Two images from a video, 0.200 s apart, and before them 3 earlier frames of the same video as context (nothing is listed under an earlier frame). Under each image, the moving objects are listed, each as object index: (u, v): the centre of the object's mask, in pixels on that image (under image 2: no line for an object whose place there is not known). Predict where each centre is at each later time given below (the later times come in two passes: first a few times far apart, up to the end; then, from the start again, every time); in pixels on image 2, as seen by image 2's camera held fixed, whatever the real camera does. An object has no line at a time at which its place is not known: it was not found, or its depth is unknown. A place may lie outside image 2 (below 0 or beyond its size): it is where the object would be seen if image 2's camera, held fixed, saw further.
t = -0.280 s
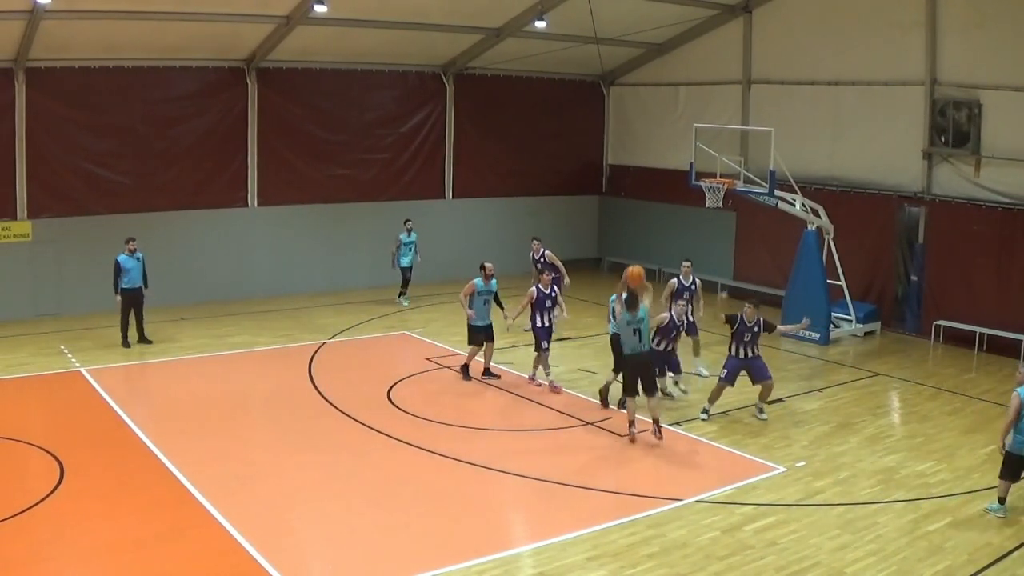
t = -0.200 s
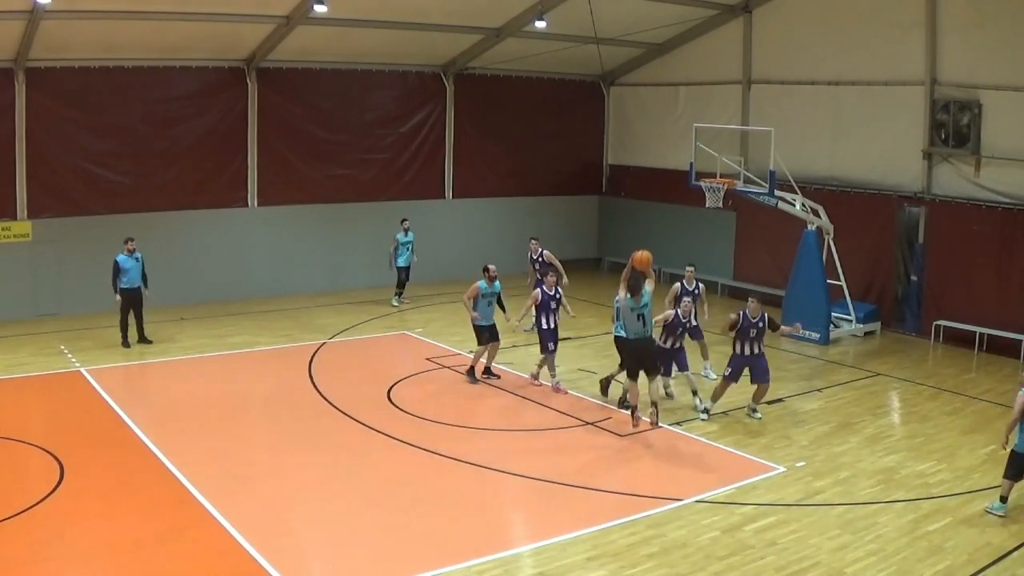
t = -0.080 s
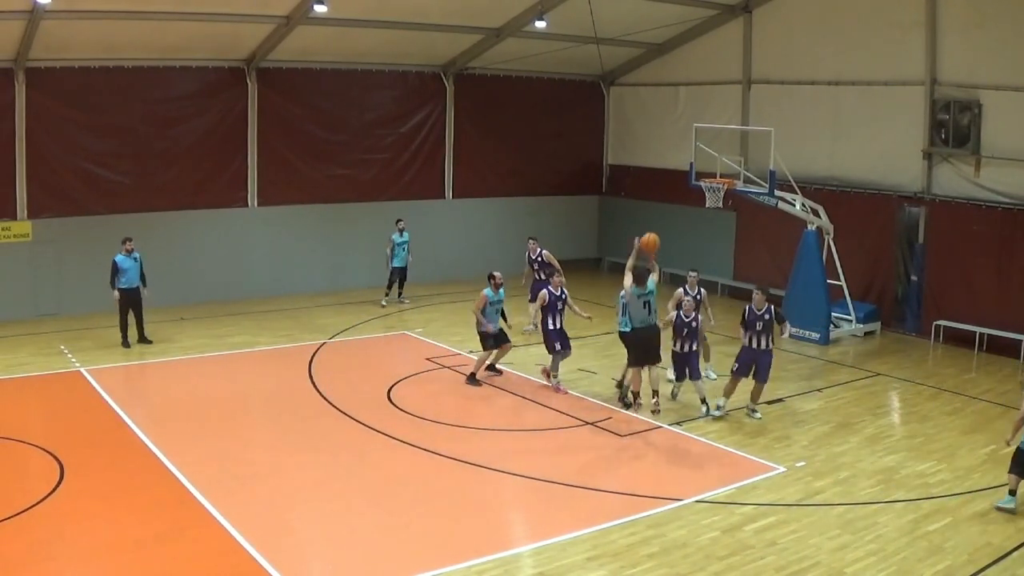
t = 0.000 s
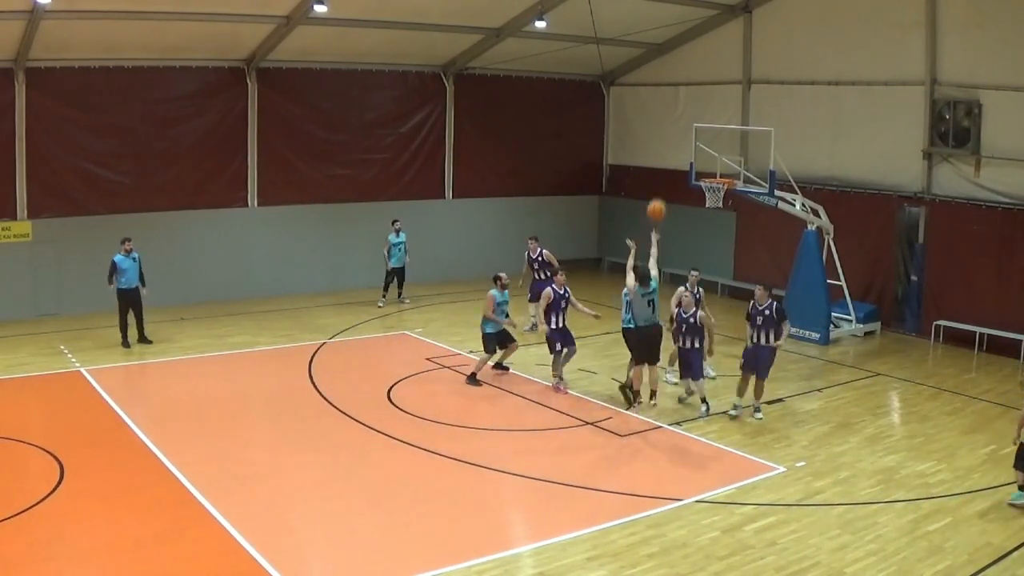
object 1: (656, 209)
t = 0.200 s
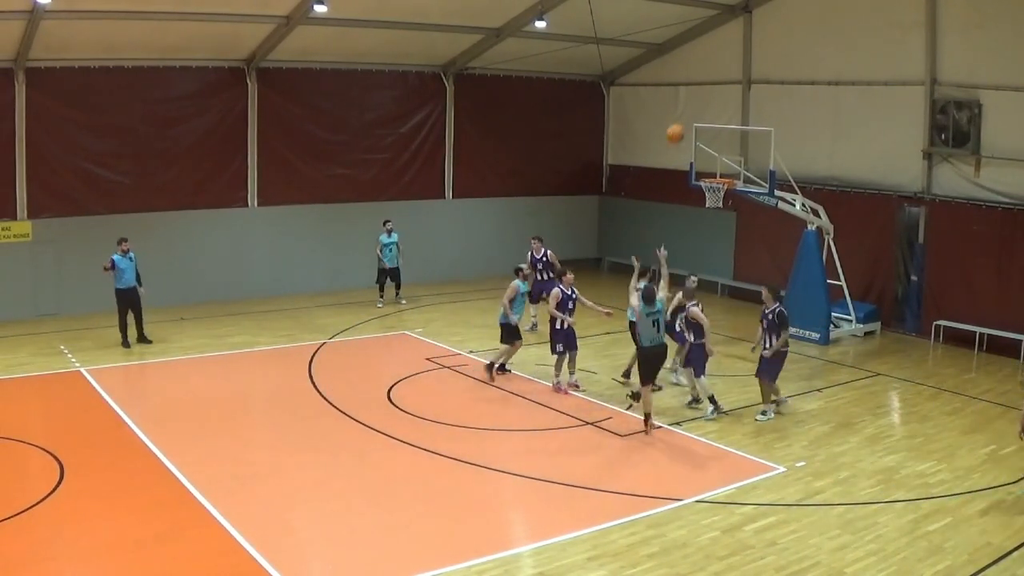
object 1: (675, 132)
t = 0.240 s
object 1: (679, 121)
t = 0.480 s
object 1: (696, 86)
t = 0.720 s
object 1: (709, 94)
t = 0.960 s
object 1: (720, 134)
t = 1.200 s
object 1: (712, 164)
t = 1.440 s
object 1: (680, 158)
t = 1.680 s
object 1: (649, 183)
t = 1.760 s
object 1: (640, 196)
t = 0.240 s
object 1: (679, 121)
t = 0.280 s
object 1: (682, 112)
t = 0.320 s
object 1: (684, 104)
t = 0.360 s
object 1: (688, 98)
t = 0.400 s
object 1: (690, 93)
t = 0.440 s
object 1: (693, 89)
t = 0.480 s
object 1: (696, 86)
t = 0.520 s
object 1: (698, 85)
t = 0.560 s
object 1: (700, 84)
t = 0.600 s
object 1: (702, 86)
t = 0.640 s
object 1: (705, 87)
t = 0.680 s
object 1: (707, 90)
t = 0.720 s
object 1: (709, 94)
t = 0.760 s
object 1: (711, 99)
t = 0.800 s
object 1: (713, 104)
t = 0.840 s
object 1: (715, 110)
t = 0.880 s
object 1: (716, 117)
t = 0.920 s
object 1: (719, 124)
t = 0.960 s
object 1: (720, 134)
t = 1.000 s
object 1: (722, 143)
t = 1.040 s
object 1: (723, 154)
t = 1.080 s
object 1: (723, 165)
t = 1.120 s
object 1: (723, 173)
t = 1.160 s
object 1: (719, 168)
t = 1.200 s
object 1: (712, 164)
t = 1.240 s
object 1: (708, 160)
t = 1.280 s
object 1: (702, 158)
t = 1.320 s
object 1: (696, 157)
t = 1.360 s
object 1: (691, 157)
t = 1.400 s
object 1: (685, 156)
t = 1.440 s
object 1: (680, 158)
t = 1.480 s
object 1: (675, 159)
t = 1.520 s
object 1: (670, 162)
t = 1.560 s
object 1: (665, 167)
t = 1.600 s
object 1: (659, 171)
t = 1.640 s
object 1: (654, 176)
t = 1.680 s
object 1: (649, 183)
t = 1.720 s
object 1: (644, 189)
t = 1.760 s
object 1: (640, 196)
